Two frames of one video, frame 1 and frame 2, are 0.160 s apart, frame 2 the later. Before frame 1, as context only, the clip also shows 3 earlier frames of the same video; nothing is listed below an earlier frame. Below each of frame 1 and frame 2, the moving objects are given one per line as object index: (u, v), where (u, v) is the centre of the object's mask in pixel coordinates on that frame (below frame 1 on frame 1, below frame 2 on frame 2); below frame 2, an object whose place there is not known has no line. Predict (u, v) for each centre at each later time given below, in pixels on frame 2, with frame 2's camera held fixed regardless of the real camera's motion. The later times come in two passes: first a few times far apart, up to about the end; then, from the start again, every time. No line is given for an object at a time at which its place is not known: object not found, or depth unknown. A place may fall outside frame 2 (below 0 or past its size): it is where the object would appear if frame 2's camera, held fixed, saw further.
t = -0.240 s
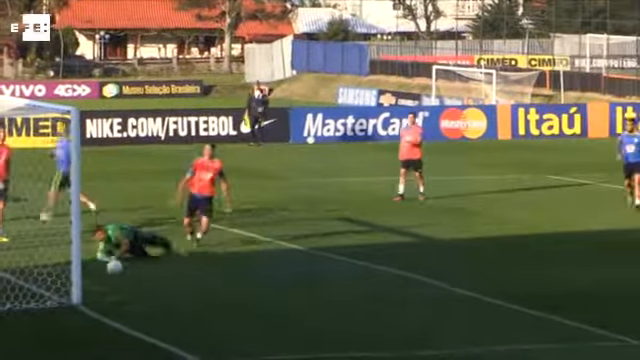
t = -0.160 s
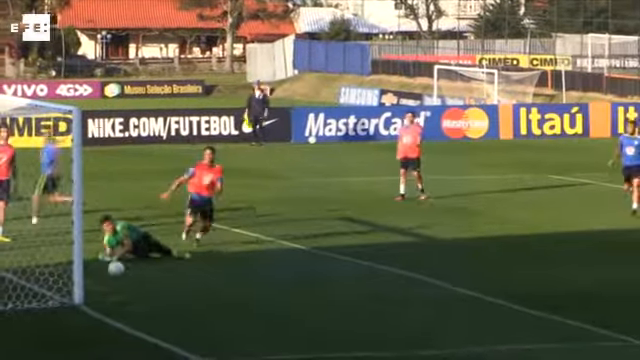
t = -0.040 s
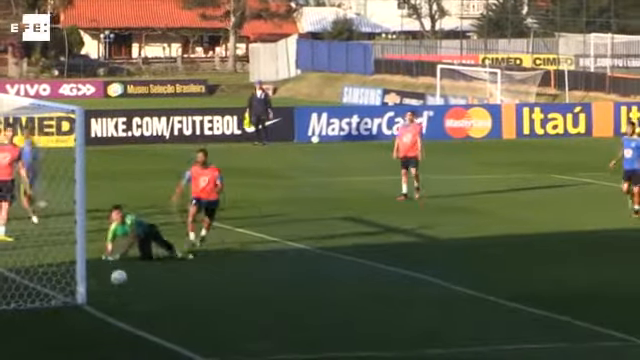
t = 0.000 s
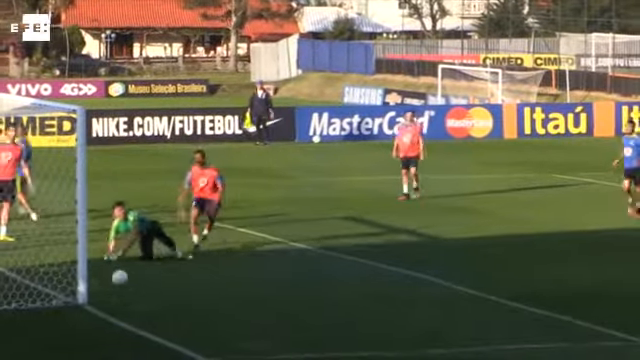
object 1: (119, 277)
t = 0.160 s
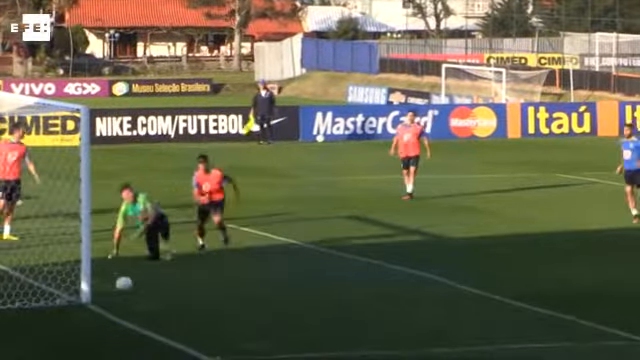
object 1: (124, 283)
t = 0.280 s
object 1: (126, 289)
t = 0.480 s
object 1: (128, 298)
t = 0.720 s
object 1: (130, 308)
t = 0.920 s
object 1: (129, 316)
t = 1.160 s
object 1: (127, 324)
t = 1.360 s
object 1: (124, 334)
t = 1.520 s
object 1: (121, 340)
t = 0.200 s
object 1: (124, 285)
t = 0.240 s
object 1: (126, 287)
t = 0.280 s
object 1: (126, 289)
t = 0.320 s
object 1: (126, 290)
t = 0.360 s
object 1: (126, 291)
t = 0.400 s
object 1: (127, 292)
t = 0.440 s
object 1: (127, 295)
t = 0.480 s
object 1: (128, 298)
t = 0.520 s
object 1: (128, 299)
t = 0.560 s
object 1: (129, 300)
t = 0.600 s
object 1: (129, 303)
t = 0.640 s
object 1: (129, 304)
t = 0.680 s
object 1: (129, 306)
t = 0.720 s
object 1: (130, 308)
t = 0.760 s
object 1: (130, 309)
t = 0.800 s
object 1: (129, 311)
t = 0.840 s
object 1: (130, 313)
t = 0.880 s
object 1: (129, 314)
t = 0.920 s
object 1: (129, 316)
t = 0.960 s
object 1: (129, 317)
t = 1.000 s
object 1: (128, 317)
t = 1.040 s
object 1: (128, 319)
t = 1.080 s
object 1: (128, 322)
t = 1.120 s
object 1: (127, 323)
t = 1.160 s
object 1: (127, 324)
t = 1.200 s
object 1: (126, 327)
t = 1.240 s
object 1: (125, 328)
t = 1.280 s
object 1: (125, 330)
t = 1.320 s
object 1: (124, 331)
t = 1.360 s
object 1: (124, 334)
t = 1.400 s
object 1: (123, 334)
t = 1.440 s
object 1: (122, 336)
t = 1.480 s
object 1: (122, 339)
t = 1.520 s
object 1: (121, 340)
